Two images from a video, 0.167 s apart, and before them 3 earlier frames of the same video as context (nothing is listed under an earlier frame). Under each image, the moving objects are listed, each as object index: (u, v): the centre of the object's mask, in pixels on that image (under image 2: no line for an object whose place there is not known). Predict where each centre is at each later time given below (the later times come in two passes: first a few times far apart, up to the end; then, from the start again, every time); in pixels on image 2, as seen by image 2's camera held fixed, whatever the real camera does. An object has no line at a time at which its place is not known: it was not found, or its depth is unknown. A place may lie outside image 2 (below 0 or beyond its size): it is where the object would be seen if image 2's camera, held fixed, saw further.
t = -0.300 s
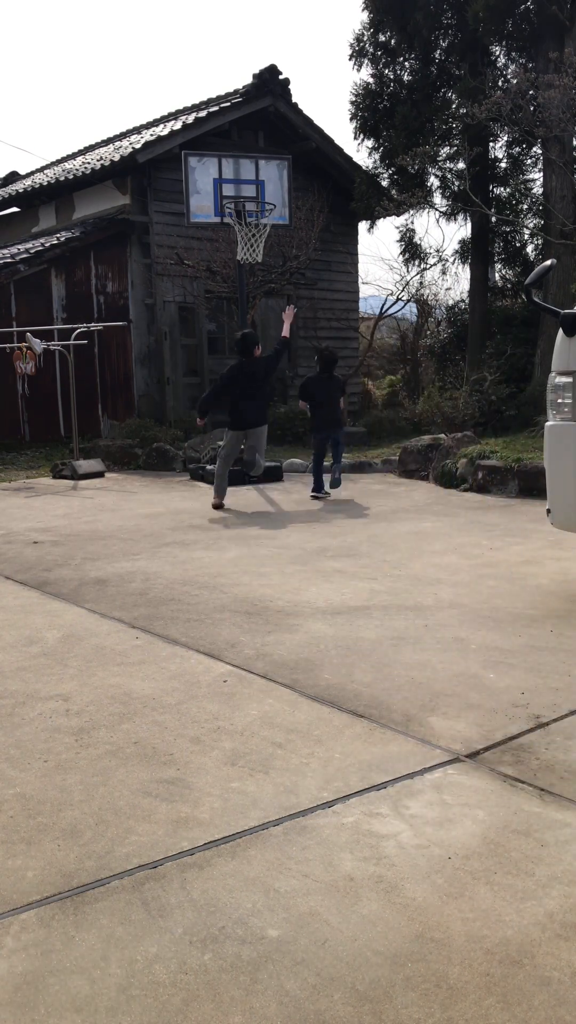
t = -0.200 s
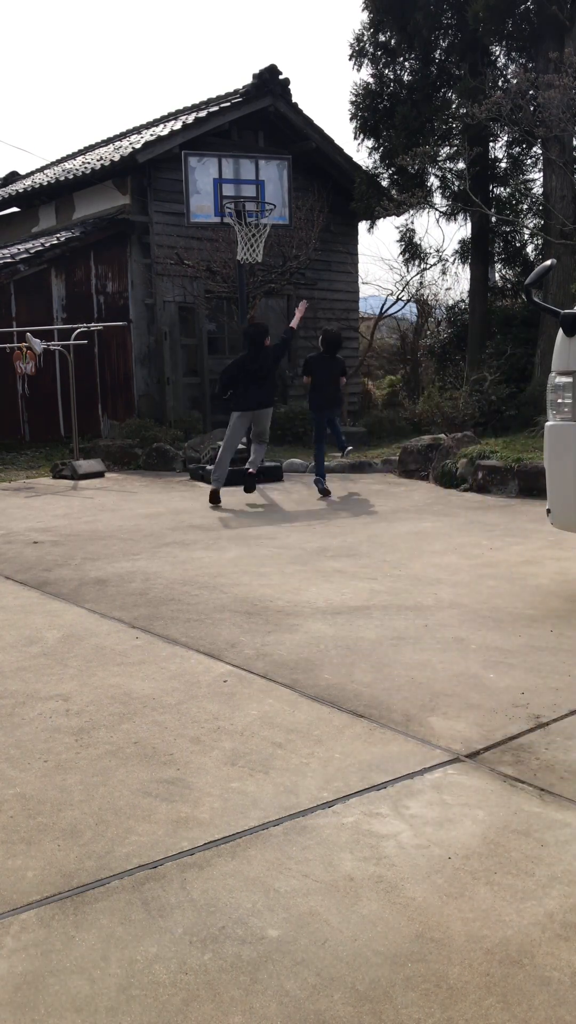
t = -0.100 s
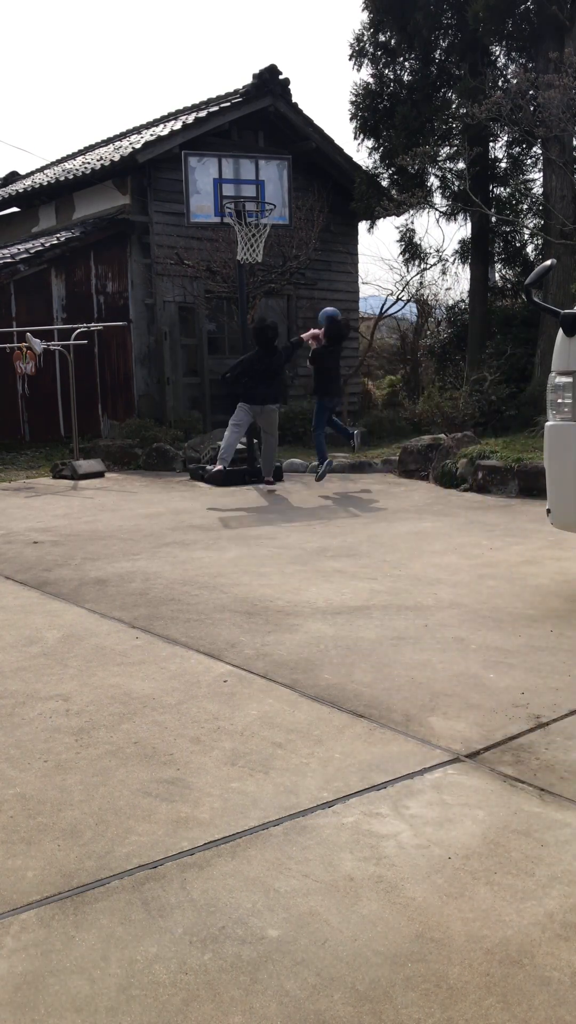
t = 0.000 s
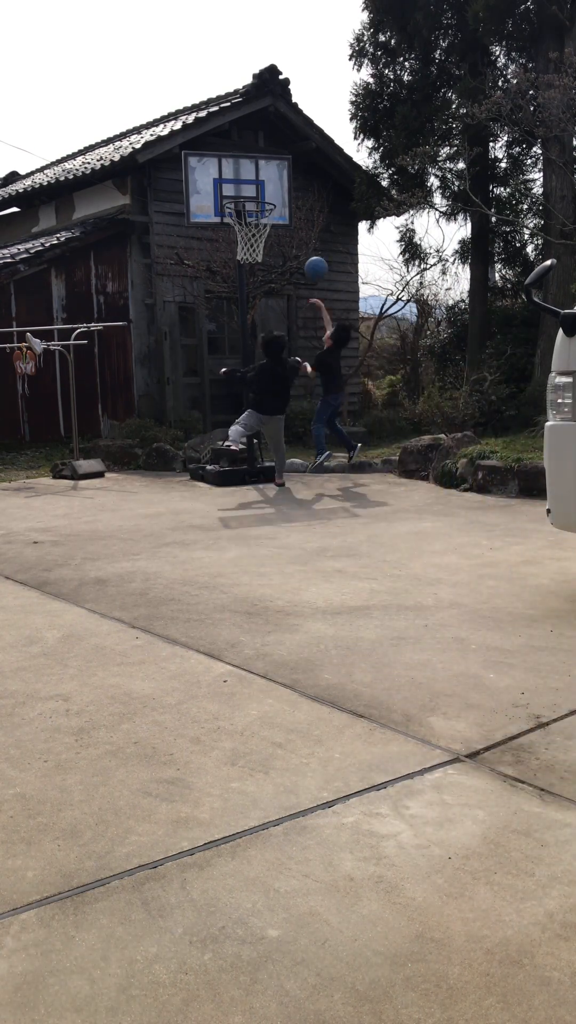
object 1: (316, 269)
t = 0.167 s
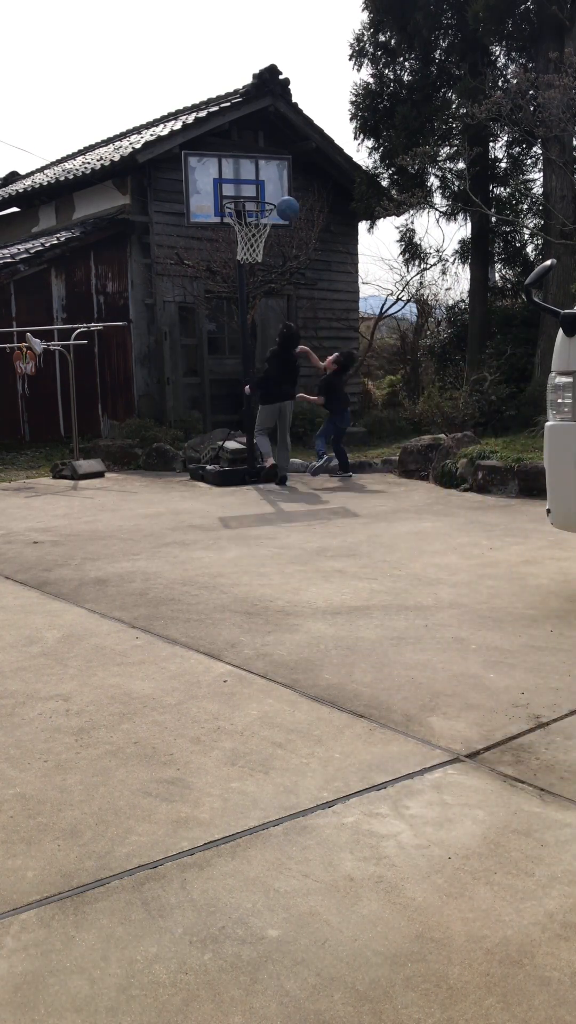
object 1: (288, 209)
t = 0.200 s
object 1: (282, 200)
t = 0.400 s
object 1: (261, 174)
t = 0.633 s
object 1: (245, 193)
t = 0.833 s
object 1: (240, 249)
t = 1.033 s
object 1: (244, 321)
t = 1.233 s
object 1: (249, 432)
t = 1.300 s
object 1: (251, 476)
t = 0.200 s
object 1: (282, 200)
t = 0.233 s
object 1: (277, 193)
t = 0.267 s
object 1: (271, 188)
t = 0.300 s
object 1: (268, 182)
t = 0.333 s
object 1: (265, 178)
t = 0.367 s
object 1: (263, 176)
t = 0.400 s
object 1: (261, 174)
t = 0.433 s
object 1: (259, 174)
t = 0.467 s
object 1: (256, 175)
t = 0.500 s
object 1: (254, 177)
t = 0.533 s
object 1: (252, 180)
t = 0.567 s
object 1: (249, 185)
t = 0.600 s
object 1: (247, 189)
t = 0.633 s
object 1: (245, 193)
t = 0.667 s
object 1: (243, 206)
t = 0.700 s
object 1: (240, 216)
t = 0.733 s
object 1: (239, 225)
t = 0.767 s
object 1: (238, 234)
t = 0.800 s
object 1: (239, 241)
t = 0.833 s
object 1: (240, 249)
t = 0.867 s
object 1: (240, 257)
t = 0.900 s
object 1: (241, 267)
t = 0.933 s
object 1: (242, 279)
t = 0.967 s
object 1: (243, 292)
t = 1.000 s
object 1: (243, 306)
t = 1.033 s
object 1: (244, 321)
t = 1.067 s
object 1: (245, 336)
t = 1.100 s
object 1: (246, 354)
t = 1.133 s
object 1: (246, 372)
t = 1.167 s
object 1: (247, 390)
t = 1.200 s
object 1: (248, 410)
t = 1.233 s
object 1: (249, 432)
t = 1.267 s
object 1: (250, 454)
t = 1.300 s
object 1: (251, 476)
